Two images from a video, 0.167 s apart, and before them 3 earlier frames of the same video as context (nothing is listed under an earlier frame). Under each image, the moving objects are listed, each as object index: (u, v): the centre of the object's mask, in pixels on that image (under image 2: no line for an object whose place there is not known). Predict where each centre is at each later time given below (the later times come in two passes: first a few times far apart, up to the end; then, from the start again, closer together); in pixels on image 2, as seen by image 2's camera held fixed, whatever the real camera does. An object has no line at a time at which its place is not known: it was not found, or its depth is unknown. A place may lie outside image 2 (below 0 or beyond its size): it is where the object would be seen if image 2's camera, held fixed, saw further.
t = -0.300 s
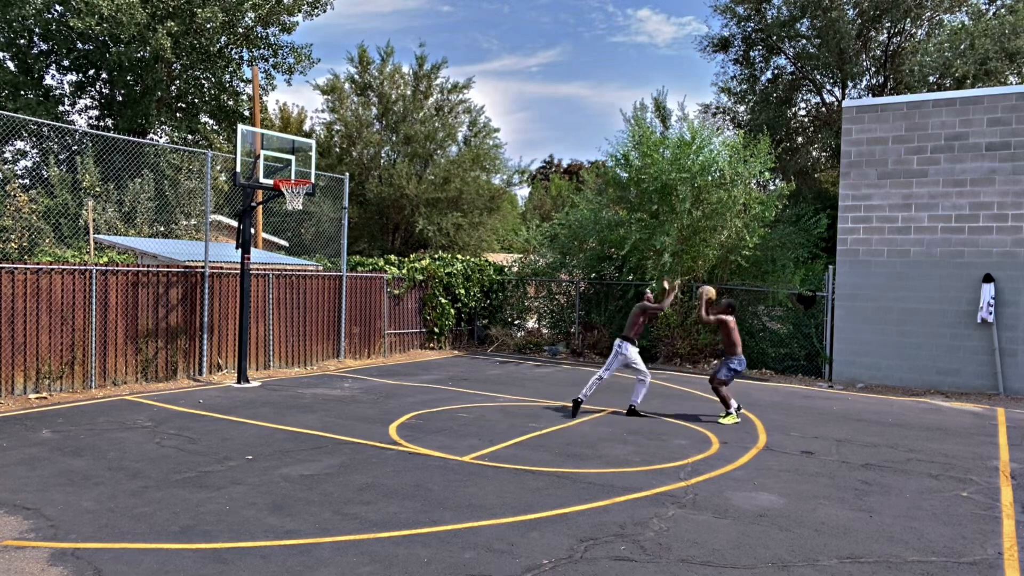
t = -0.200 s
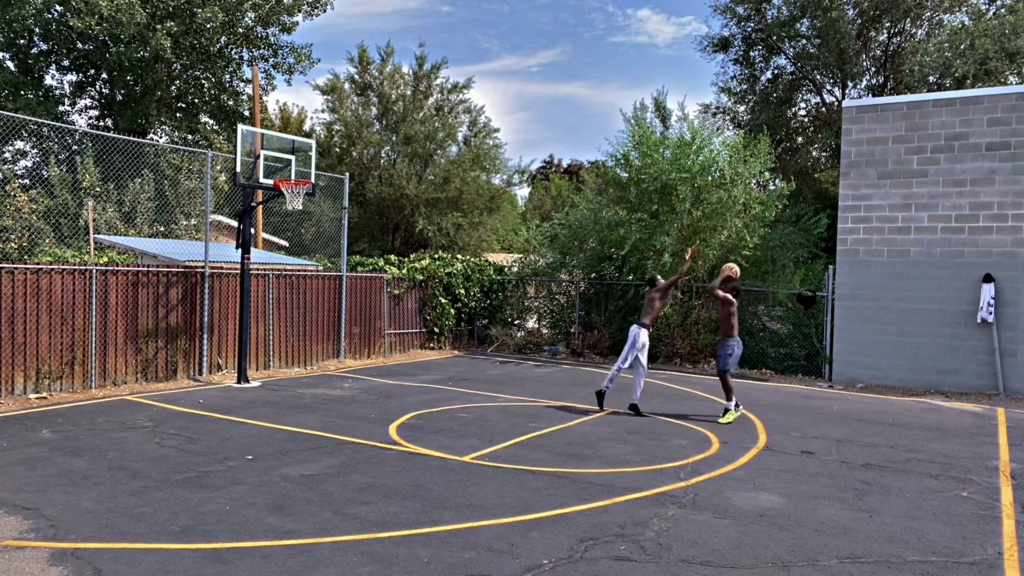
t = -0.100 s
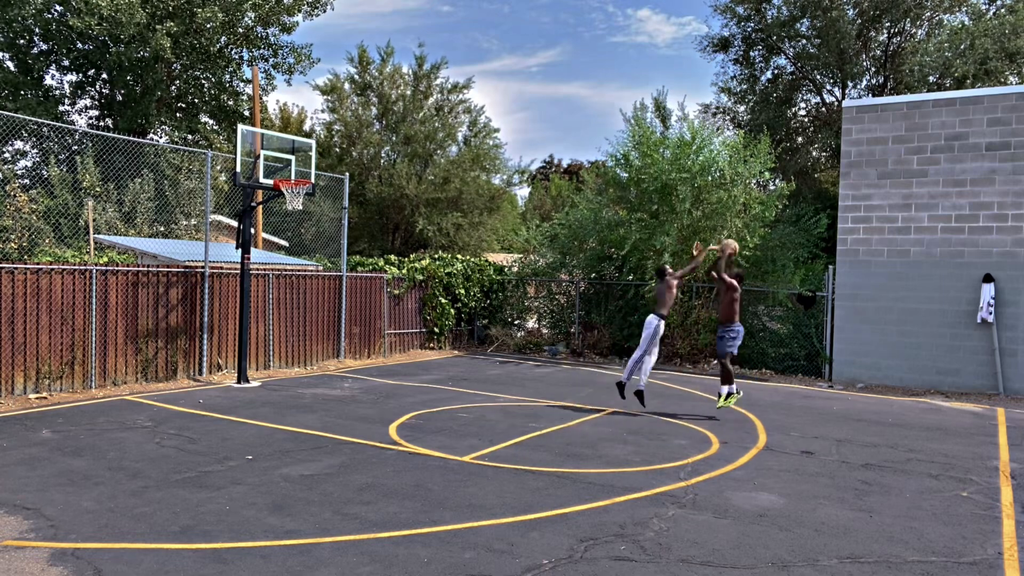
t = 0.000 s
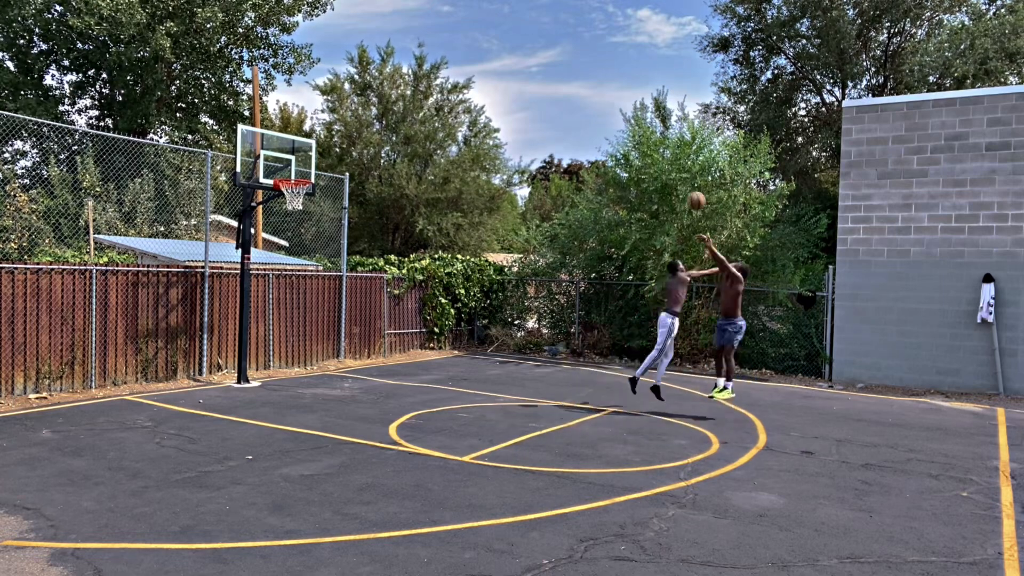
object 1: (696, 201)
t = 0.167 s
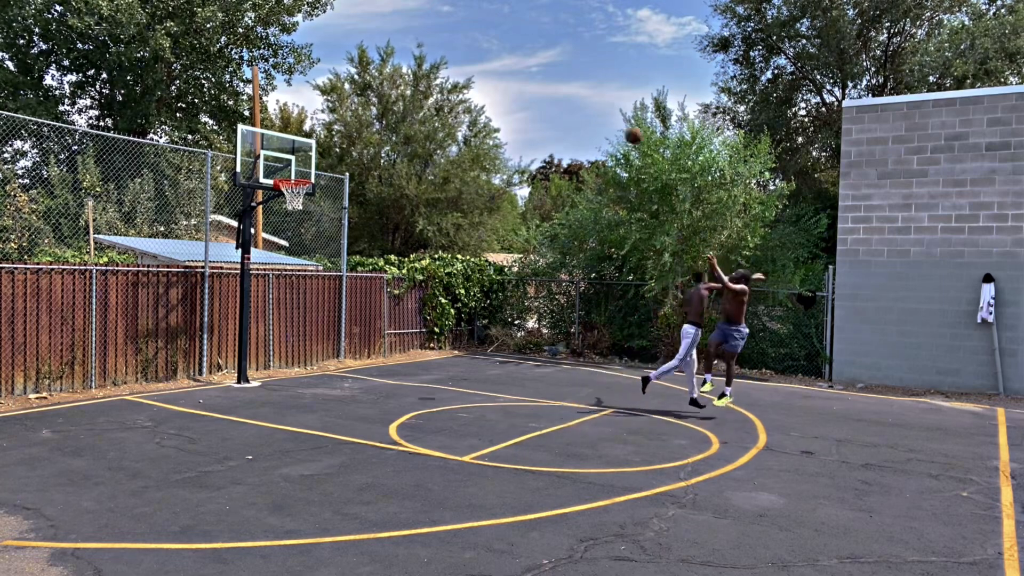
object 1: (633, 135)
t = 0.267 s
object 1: (597, 107)
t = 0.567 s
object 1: (490, 68)
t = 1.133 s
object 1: (301, 167)
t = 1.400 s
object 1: (285, 228)
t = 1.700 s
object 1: (285, 324)
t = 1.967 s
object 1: (295, 345)
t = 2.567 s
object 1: (334, 354)
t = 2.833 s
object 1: (347, 357)
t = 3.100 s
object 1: (358, 369)
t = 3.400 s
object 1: (370, 369)
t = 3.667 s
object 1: (381, 368)
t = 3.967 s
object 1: (393, 367)
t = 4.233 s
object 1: (403, 366)
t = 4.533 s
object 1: (414, 366)
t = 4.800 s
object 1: (423, 365)
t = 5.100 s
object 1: (433, 364)
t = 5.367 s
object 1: (441, 364)
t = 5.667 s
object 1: (449, 364)
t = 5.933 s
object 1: (455, 363)
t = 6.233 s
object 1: (461, 363)
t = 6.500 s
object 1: (466, 363)
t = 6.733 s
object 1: (471, 363)
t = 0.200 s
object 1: (621, 125)
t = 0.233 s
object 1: (609, 115)
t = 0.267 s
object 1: (597, 107)
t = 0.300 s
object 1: (585, 99)
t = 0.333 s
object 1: (573, 92)
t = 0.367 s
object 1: (561, 86)
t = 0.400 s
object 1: (549, 81)
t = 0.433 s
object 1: (537, 77)
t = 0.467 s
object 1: (525, 73)
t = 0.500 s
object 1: (514, 71)
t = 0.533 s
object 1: (502, 69)
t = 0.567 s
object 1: (490, 68)
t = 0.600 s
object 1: (479, 68)
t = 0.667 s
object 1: (456, 69)
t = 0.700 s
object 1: (445, 72)
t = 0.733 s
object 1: (433, 74)
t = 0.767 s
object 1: (422, 79)
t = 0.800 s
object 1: (411, 82)
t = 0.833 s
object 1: (399, 87)
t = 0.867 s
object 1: (389, 93)
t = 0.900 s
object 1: (377, 100)
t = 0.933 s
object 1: (366, 107)
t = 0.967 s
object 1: (355, 116)
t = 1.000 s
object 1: (346, 125)
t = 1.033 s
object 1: (333, 134)
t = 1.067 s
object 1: (323, 145)
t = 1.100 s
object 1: (312, 155)
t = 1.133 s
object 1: (301, 167)
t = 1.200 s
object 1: (284, 189)
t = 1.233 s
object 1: (284, 196)
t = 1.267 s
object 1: (284, 202)
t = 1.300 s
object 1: (284, 207)
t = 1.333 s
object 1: (284, 213)
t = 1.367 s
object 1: (285, 219)
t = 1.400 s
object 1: (285, 228)
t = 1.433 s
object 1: (285, 236)
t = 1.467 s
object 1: (285, 245)
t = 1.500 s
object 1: (284, 254)
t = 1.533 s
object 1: (285, 265)
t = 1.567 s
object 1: (284, 275)
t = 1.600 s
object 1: (285, 286)
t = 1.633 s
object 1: (285, 299)
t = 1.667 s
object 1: (285, 311)
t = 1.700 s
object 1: (285, 324)
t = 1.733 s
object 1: (284, 338)
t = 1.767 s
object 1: (283, 353)
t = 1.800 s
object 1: (283, 368)
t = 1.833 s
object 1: (283, 374)
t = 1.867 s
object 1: (287, 366)
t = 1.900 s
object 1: (289, 358)
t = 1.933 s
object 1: (292, 352)
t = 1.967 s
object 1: (295, 345)
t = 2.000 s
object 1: (297, 340)
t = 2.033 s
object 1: (300, 335)
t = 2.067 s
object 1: (302, 331)
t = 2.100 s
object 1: (304, 328)
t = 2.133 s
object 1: (306, 326)
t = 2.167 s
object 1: (309, 324)
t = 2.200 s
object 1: (311, 323)
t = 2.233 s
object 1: (313, 322)
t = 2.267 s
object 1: (316, 322)
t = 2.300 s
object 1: (317, 323)
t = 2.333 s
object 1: (320, 325)
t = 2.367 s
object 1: (322, 327)
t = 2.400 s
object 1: (324, 330)
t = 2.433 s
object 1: (326, 334)
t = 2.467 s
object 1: (328, 338)
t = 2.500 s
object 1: (330, 343)
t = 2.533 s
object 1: (332, 349)
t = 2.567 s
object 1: (334, 354)
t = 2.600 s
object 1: (335, 361)
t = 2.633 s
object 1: (337, 369)
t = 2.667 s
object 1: (338, 372)
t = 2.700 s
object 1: (340, 368)
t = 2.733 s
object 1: (342, 364)
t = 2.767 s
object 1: (344, 361)
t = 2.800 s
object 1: (345, 358)
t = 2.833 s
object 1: (347, 357)
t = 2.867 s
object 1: (348, 356)
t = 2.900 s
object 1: (350, 356)
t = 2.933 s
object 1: (351, 356)
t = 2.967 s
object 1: (352, 357)
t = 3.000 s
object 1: (354, 358)
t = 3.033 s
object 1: (355, 361)
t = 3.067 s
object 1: (356, 364)
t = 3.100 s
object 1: (358, 369)
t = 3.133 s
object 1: (359, 370)
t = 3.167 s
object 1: (360, 368)
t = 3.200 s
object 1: (362, 366)
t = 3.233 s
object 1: (363, 365)
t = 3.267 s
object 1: (364, 364)
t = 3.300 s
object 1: (366, 365)
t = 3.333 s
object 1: (368, 366)
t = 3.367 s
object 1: (369, 368)
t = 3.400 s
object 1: (370, 369)
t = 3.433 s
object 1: (371, 369)
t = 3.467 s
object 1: (373, 368)
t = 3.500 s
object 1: (374, 368)
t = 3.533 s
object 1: (376, 368)
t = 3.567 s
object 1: (377, 368)
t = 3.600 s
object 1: (378, 368)
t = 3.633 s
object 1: (380, 368)
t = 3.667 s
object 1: (381, 368)
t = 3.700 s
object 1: (382, 368)
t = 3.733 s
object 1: (384, 367)
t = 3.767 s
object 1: (385, 367)
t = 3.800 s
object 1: (387, 367)
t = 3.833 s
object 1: (388, 367)
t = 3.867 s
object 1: (389, 367)
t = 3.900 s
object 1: (390, 367)
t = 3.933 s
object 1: (392, 367)
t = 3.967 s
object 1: (393, 367)
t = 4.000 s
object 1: (394, 367)
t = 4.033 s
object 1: (395, 367)
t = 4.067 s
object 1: (396, 366)
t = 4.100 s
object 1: (398, 366)
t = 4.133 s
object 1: (399, 366)
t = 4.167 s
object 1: (400, 366)
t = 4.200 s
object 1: (402, 366)
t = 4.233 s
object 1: (403, 366)
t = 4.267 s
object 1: (404, 366)
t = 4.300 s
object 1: (405, 366)
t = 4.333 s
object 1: (407, 366)
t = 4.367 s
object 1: (408, 366)
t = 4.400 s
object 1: (409, 366)
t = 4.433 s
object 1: (410, 366)
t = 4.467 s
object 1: (411, 366)
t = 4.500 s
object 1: (412, 366)
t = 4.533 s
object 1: (414, 366)
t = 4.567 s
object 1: (415, 366)
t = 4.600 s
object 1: (416, 366)
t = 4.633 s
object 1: (417, 366)
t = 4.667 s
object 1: (418, 365)
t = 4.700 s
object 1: (420, 365)
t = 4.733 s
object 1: (421, 365)
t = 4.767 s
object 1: (422, 365)
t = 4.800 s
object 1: (423, 365)
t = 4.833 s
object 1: (424, 365)
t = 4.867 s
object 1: (425, 365)
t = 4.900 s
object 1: (426, 365)
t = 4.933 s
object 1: (427, 365)
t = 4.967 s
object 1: (428, 365)
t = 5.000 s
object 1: (429, 365)
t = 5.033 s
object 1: (431, 365)
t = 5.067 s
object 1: (432, 365)
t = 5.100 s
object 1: (433, 364)
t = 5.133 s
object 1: (434, 364)
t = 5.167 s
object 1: (435, 364)
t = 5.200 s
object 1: (436, 364)
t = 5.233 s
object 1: (437, 364)
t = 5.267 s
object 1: (438, 364)
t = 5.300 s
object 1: (439, 364)
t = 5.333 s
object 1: (440, 364)
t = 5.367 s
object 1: (441, 364)
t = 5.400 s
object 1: (442, 364)
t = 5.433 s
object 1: (443, 364)
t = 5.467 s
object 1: (444, 364)
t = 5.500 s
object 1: (445, 364)
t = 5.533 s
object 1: (446, 364)
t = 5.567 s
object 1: (446, 364)
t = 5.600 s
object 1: (447, 364)
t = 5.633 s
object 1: (448, 364)
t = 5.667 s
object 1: (449, 364)
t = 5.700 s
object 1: (449, 364)
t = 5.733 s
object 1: (450, 364)
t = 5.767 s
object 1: (451, 363)
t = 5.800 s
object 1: (452, 363)
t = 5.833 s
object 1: (453, 363)
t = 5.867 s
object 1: (454, 363)
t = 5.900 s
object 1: (454, 363)
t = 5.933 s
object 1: (455, 363)
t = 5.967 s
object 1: (455, 363)
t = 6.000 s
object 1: (456, 363)
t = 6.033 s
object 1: (457, 363)
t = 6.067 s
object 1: (458, 363)
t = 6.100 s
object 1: (458, 363)
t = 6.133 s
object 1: (459, 363)
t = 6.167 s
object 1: (460, 363)
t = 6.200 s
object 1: (460, 363)
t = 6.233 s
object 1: (461, 363)
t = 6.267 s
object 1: (462, 363)
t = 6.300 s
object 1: (462, 363)
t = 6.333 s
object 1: (463, 363)
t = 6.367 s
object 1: (464, 363)
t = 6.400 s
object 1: (464, 363)
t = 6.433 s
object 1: (465, 363)
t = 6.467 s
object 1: (465, 363)
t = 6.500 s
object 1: (466, 363)
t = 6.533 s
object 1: (467, 363)
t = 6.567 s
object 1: (468, 363)
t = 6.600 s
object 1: (468, 363)
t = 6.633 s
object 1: (469, 363)
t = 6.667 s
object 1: (469, 363)
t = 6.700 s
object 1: (470, 363)
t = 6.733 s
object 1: (471, 363)
